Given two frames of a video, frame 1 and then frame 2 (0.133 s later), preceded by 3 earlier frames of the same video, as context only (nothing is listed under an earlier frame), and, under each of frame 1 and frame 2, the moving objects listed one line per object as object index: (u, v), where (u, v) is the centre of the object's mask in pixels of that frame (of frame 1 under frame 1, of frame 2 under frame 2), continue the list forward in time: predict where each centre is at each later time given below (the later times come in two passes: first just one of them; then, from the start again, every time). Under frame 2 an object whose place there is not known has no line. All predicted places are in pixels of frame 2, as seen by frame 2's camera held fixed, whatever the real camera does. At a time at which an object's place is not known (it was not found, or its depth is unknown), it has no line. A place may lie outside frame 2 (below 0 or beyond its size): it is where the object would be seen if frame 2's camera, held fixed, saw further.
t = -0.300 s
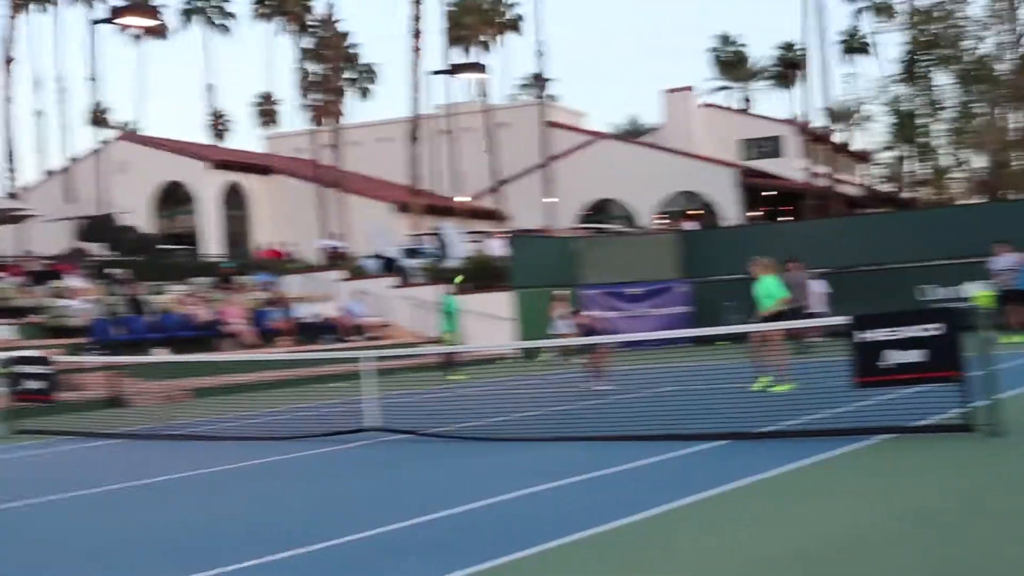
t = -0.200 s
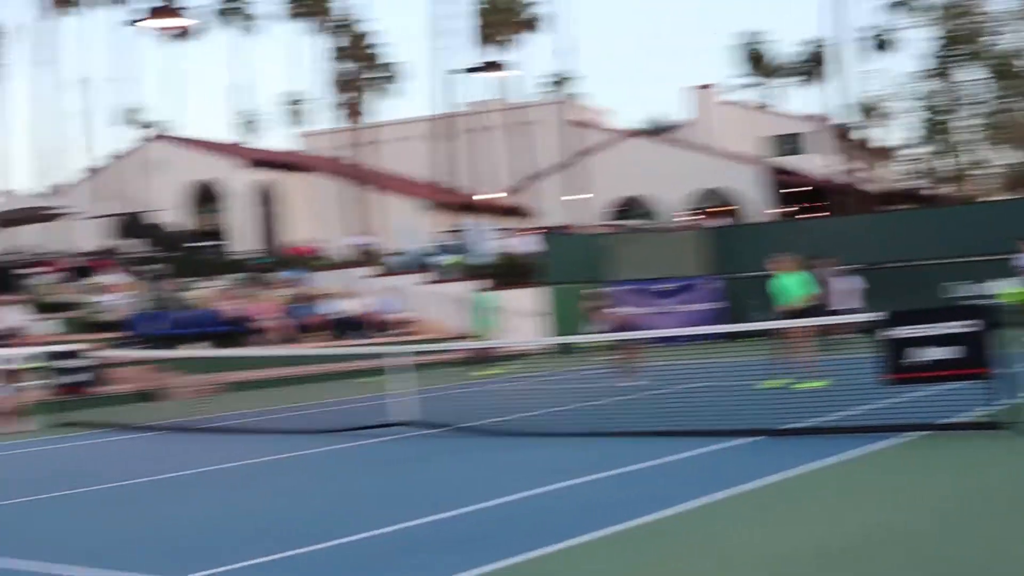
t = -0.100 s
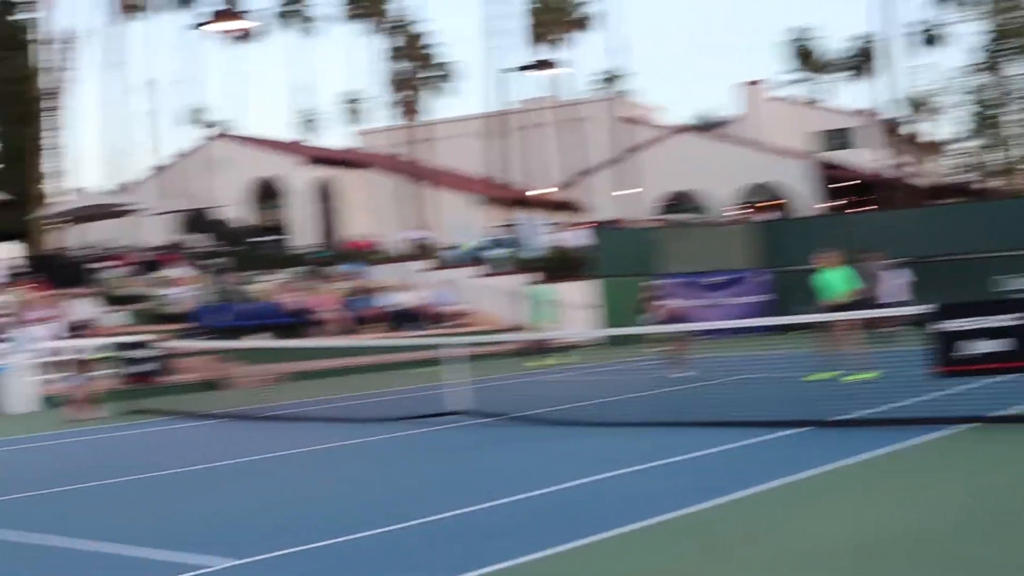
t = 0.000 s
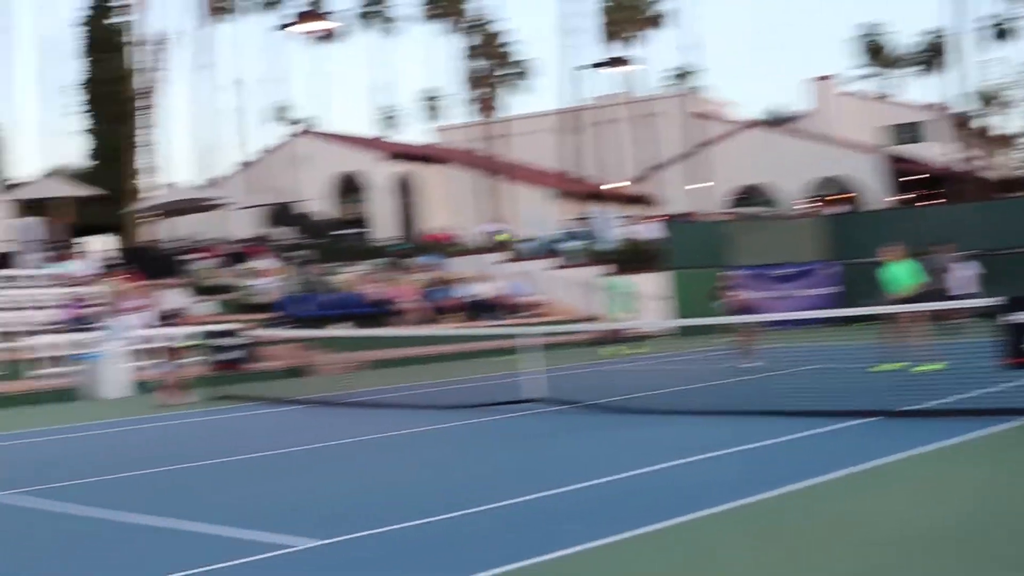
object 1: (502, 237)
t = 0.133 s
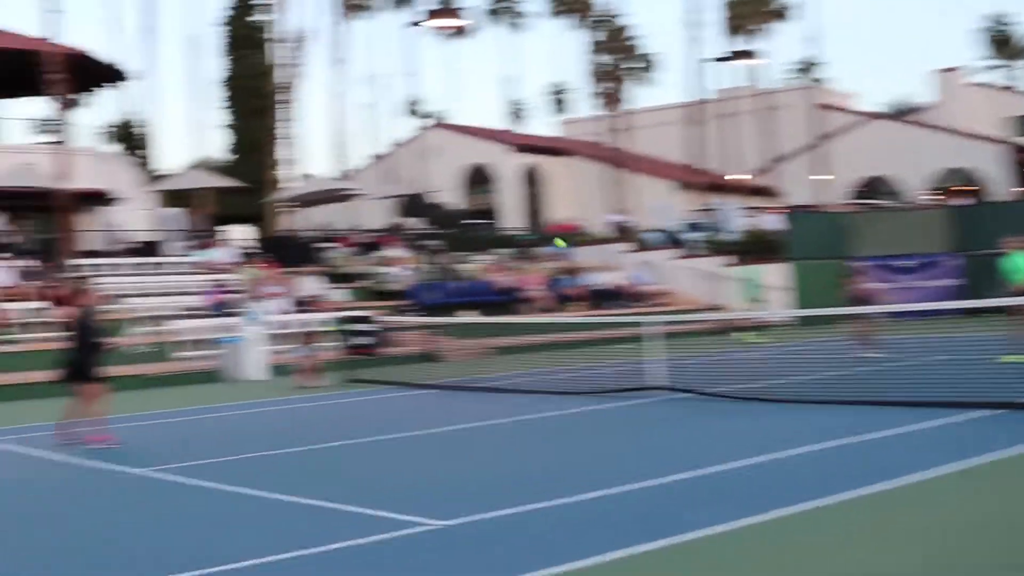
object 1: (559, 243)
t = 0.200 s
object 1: (529, 259)
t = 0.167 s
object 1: (544, 250)
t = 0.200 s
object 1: (529, 259)
